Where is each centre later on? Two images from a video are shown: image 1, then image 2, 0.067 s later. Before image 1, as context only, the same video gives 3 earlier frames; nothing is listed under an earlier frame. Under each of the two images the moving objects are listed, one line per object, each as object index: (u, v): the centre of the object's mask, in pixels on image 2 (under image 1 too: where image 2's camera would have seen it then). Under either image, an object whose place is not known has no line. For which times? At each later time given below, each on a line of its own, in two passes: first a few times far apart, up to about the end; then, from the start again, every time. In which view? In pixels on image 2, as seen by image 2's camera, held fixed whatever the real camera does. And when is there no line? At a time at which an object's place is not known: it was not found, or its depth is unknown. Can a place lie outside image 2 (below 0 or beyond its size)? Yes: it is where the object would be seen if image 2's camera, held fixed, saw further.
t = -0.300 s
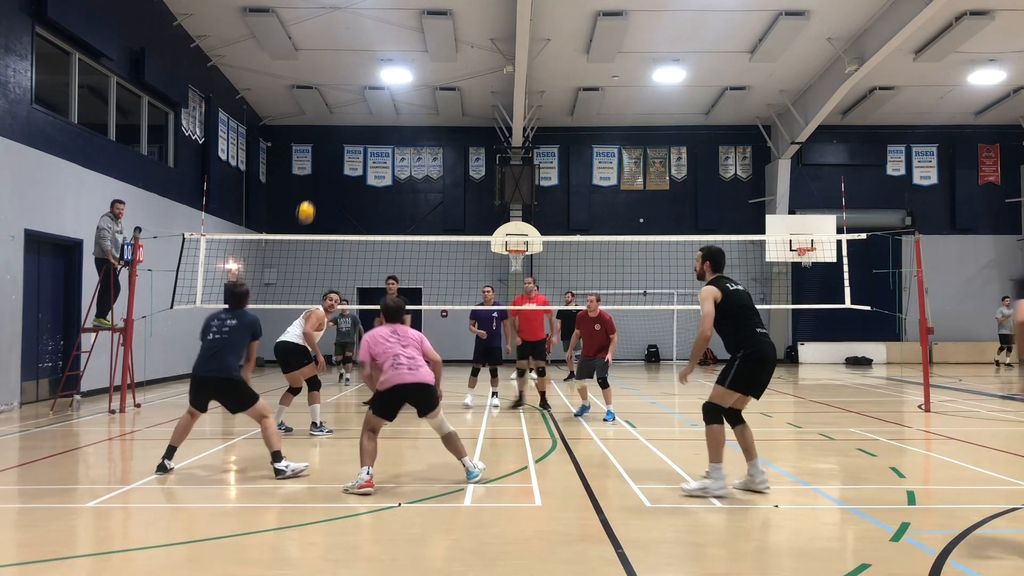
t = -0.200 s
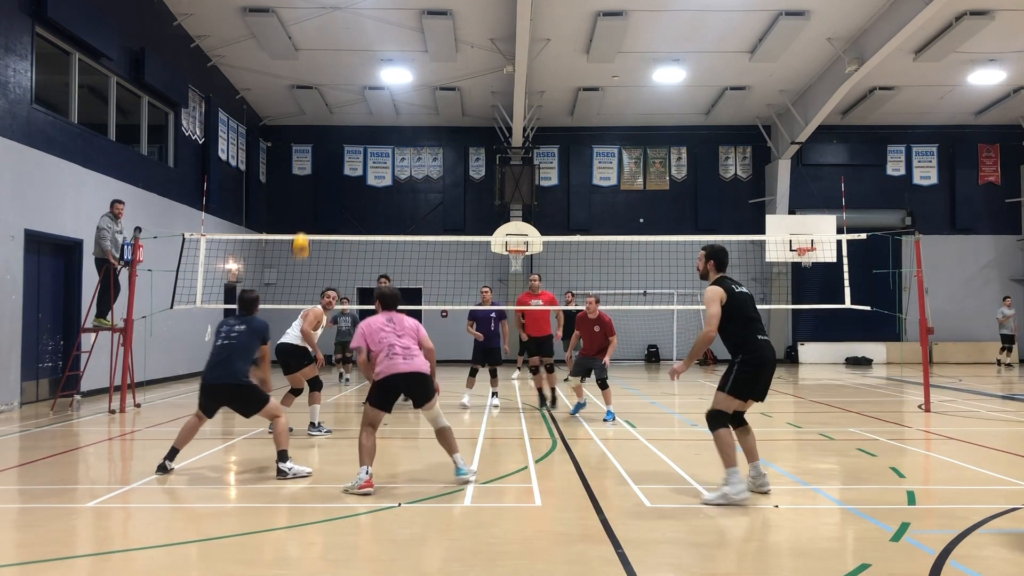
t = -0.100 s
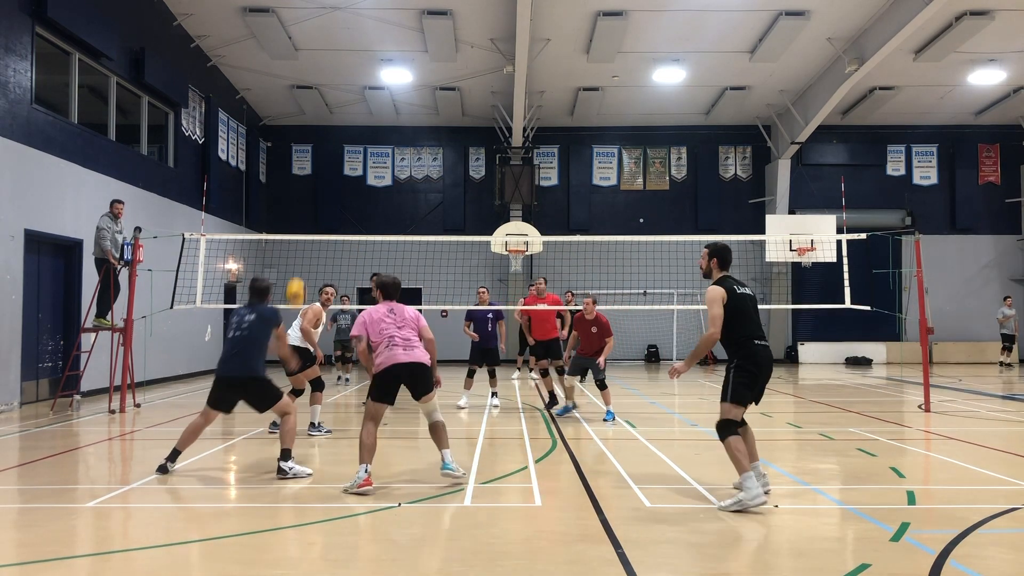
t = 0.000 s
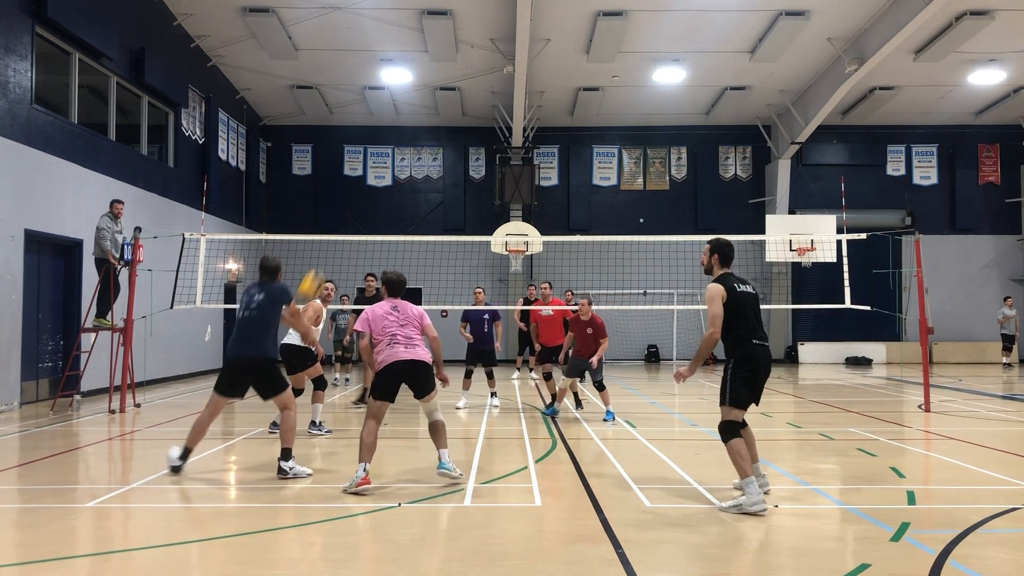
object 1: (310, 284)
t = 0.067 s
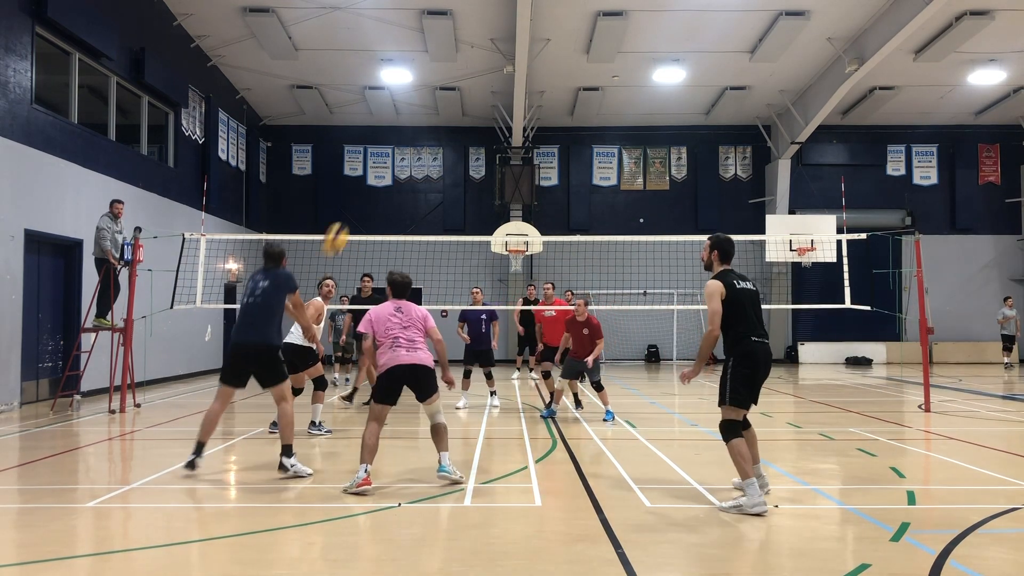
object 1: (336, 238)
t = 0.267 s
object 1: (401, 134)
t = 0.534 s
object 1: (476, 70)
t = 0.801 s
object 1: (539, 75)
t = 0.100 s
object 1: (349, 215)
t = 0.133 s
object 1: (358, 199)
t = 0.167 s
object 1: (367, 183)
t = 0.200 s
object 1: (380, 163)
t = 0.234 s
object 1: (392, 146)
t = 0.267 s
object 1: (401, 134)
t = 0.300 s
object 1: (411, 122)
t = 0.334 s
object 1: (421, 111)
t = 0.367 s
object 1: (431, 101)
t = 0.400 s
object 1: (440, 93)
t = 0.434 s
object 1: (449, 86)
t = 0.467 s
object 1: (458, 79)
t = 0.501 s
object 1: (467, 74)
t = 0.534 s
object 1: (476, 70)
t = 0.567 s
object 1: (484, 67)
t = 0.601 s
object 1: (492, 65)
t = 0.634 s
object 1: (500, 64)
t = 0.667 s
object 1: (508, 65)
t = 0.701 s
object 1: (516, 66)
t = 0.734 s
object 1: (524, 68)
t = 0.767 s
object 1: (531, 71)
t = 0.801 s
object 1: (539, 75)
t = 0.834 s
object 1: (546, 80)
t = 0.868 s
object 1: (553, 86)
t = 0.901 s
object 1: (560, 92)
